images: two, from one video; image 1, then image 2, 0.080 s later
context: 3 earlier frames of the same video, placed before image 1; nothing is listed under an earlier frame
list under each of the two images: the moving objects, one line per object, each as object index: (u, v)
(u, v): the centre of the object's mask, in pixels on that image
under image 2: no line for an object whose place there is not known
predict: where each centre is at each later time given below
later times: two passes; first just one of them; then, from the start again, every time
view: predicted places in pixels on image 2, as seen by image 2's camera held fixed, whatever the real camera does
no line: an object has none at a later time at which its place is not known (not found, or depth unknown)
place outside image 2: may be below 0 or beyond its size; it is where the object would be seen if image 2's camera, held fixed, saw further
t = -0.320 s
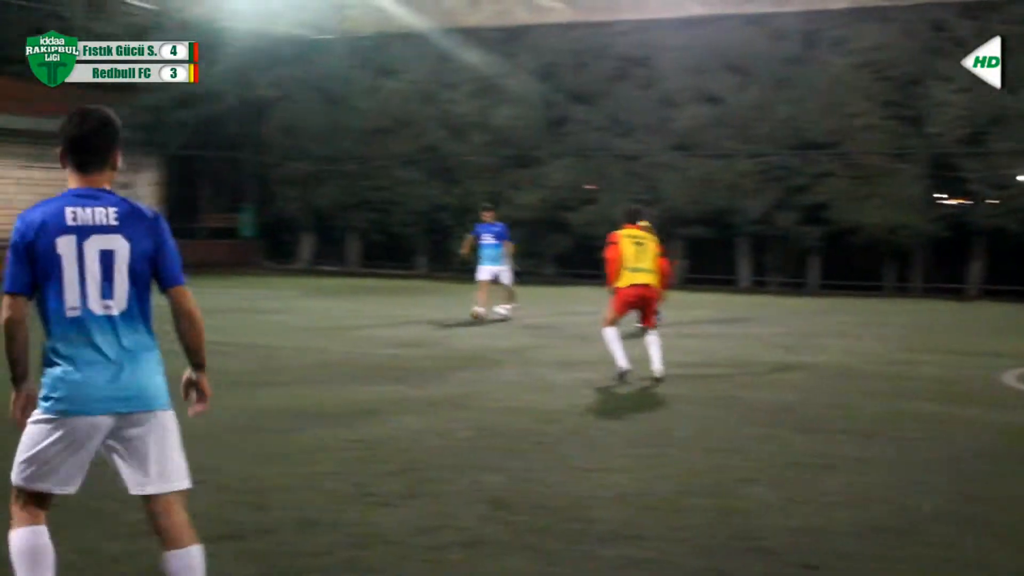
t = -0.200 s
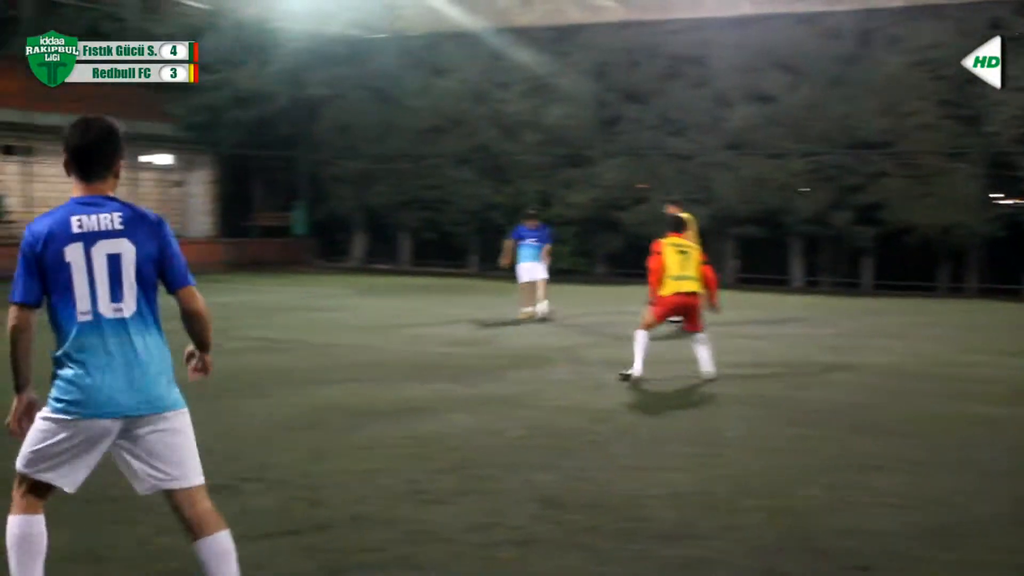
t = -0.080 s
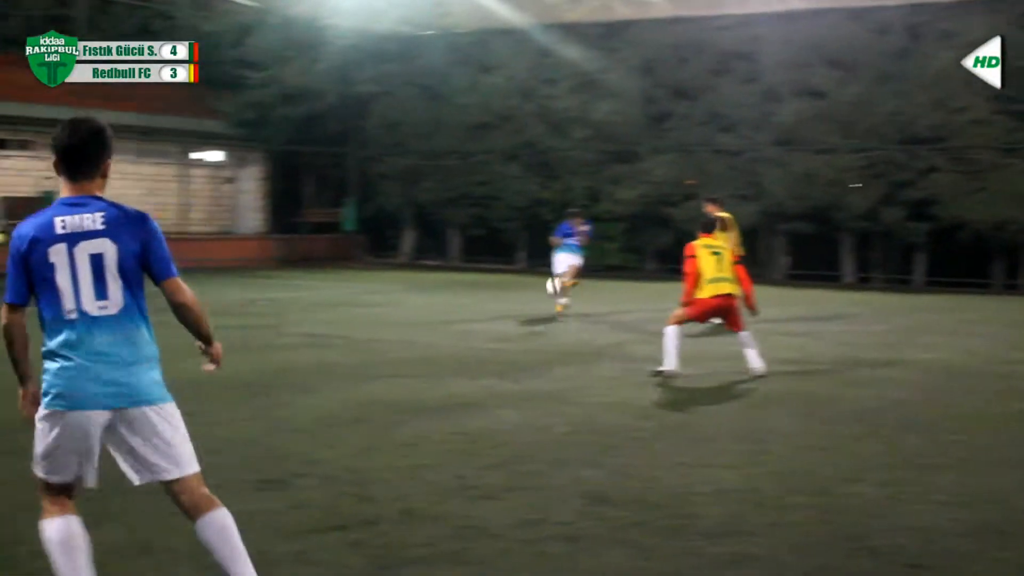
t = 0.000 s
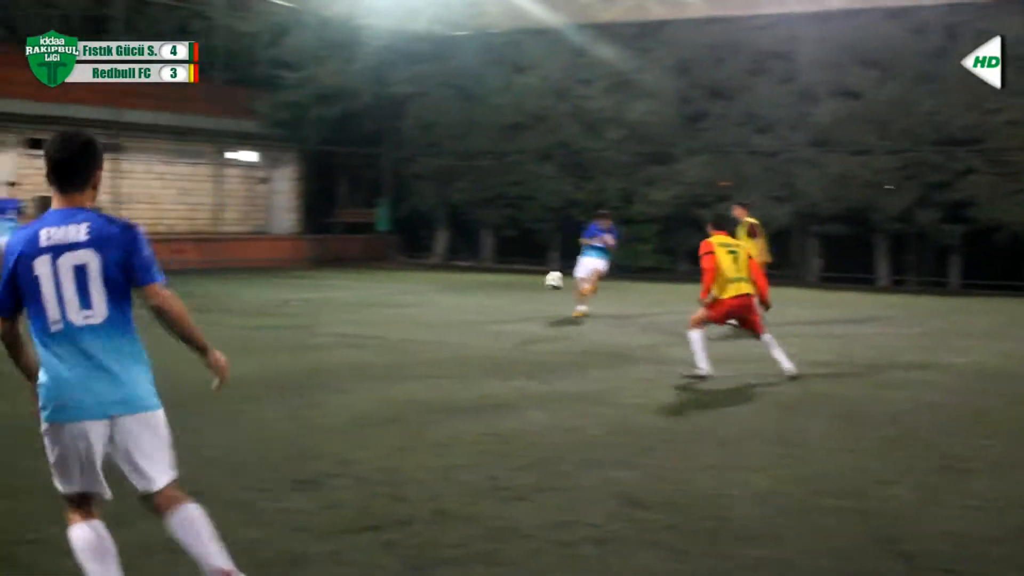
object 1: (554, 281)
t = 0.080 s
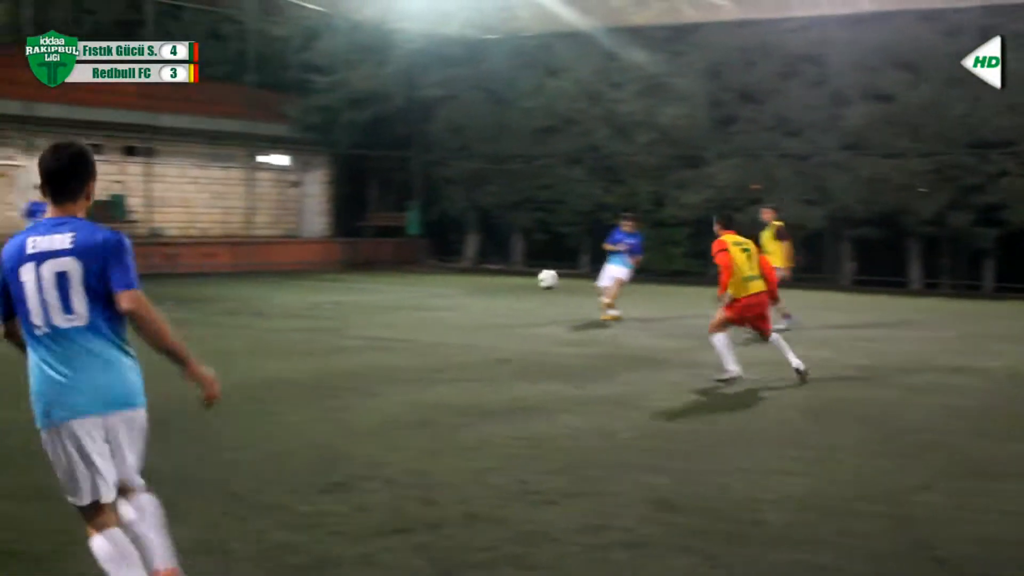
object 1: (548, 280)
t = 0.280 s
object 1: (423, 292)
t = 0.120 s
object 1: (526, 279)
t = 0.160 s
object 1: (504, 279)
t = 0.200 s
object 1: (478, 282)
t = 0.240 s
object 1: (452, 287)
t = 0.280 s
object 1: (423, 292)
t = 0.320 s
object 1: (390, 300)
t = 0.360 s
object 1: (352, 311)
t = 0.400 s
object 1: (313, 324)
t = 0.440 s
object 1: (269, 340)
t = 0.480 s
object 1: (221, 361)
